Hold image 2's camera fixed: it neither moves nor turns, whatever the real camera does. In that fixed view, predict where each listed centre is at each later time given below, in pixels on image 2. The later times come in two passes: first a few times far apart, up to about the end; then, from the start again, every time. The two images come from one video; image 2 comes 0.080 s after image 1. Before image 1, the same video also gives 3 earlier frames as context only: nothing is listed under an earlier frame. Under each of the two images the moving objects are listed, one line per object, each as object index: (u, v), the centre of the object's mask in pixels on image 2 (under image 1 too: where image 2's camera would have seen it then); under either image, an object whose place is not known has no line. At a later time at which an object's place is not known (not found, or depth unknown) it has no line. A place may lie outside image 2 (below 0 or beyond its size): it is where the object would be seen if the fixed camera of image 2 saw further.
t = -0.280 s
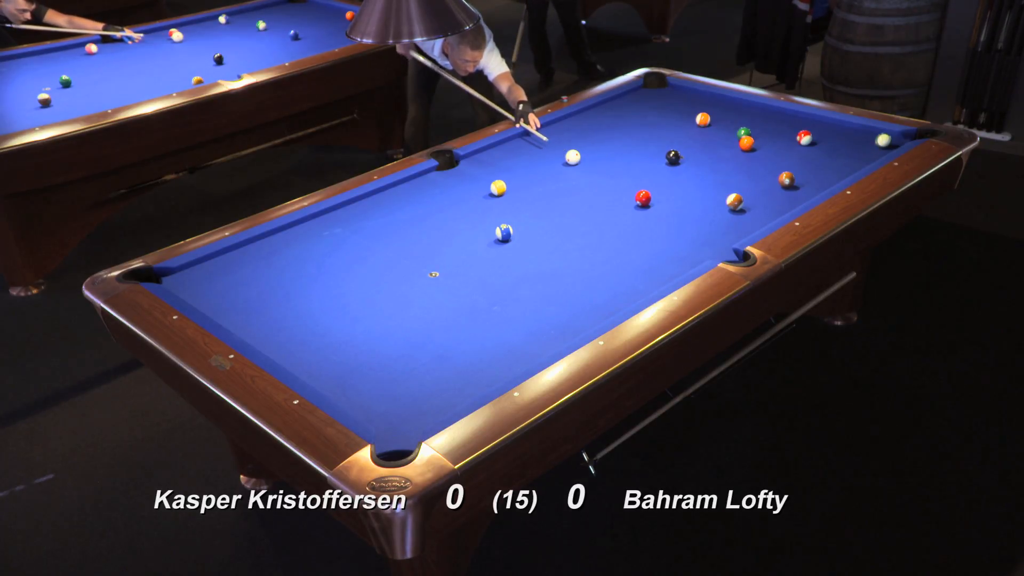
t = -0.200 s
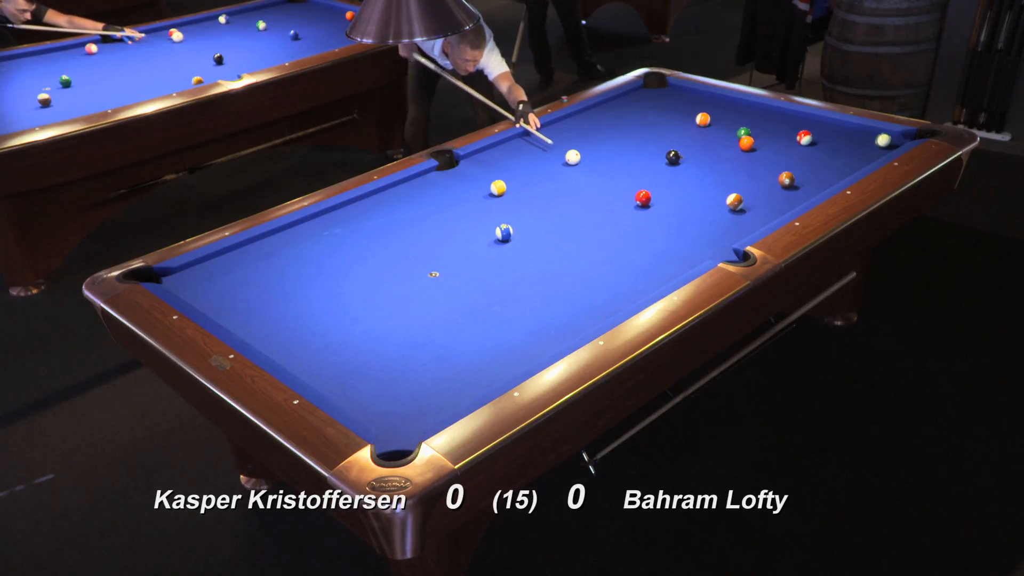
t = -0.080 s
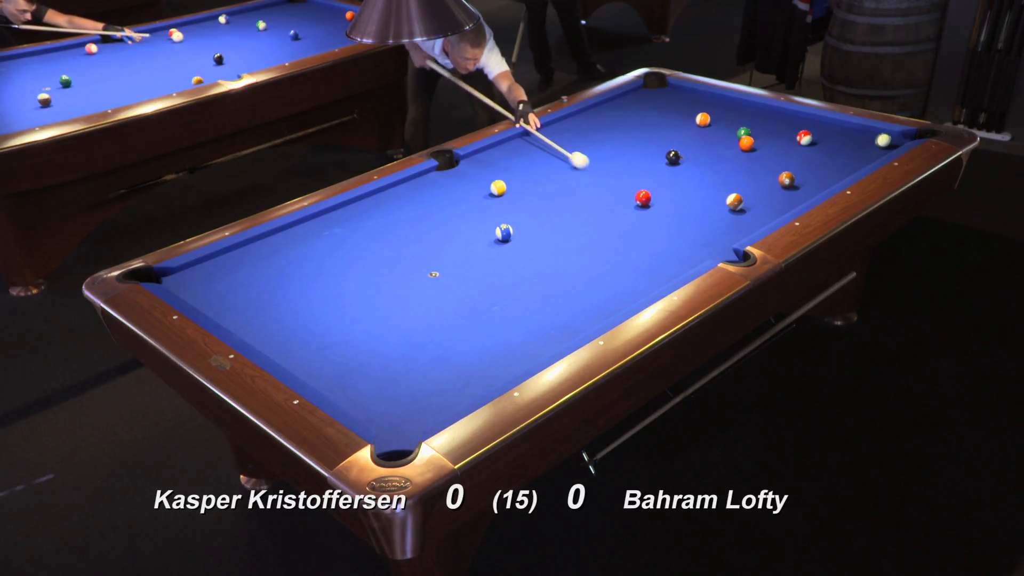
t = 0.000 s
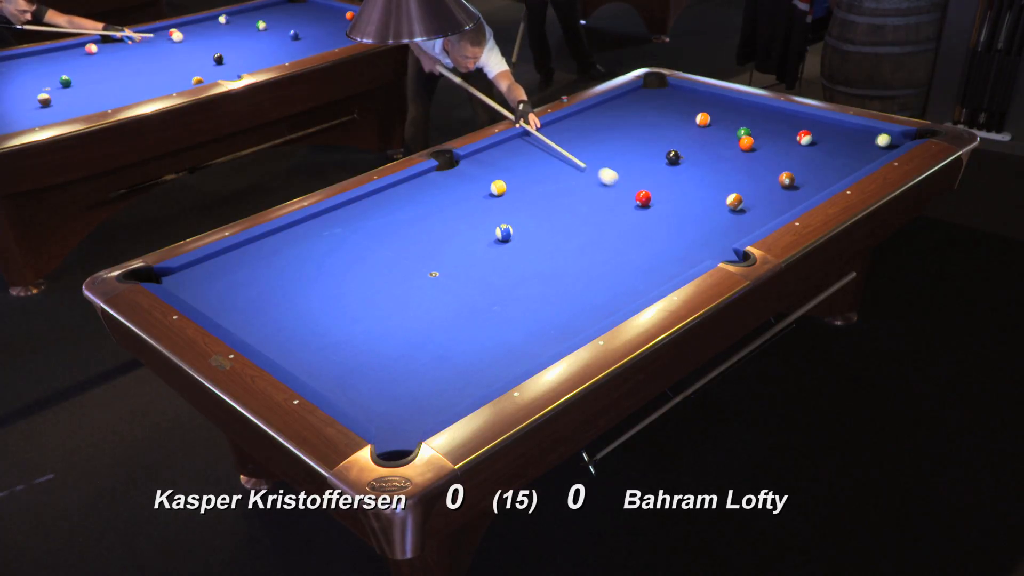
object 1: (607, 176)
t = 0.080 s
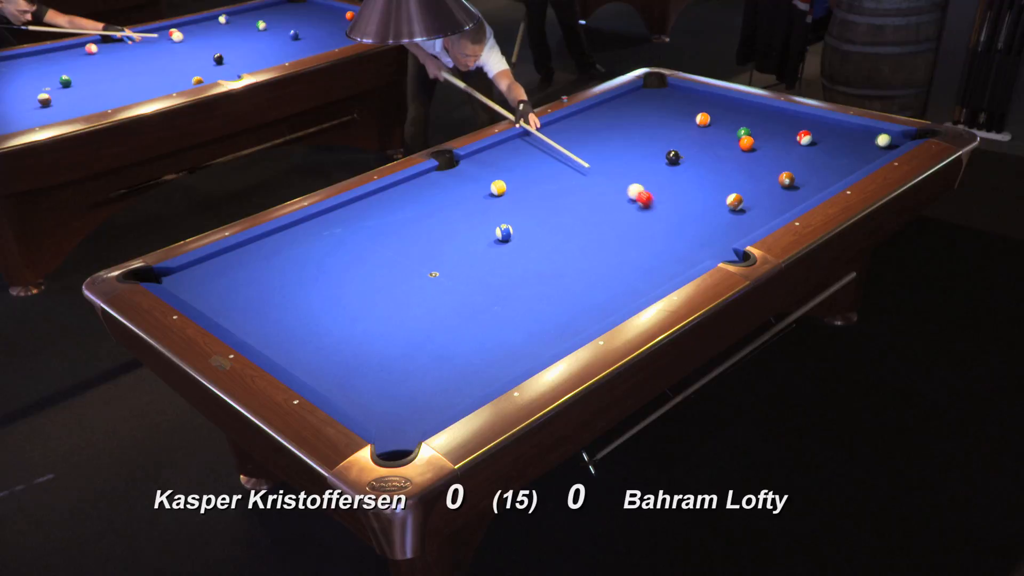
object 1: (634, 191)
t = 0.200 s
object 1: (646, 192)
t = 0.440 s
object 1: (664, 193)
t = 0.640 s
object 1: (679, 193)
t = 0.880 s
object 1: (695, 193)
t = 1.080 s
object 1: (708, 193)
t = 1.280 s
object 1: (720, 194)
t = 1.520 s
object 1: (732, 191)
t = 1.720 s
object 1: (744, 192)
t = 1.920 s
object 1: (752, 194)
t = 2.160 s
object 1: (762, 194)
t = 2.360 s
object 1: (770, 194)
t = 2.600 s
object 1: (777, 194)
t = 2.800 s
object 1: (782, 194)
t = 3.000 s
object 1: (786, 194)
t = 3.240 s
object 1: (790, 195)
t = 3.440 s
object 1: (792, 195)
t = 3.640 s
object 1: (793, 195)
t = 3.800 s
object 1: (794, 195)
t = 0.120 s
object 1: (639, 192)
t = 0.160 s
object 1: (642, 192)
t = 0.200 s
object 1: (646, 192)
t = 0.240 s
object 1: (649, 192)
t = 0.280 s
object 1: (652, 192)
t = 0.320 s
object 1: (655, 192)
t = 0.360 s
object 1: (658, 193)
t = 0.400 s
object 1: (661, 193)
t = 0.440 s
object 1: (664, 193)
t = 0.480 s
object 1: (667, 193)
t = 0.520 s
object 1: (670, 193)
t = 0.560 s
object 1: (673, 193)
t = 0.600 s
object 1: (676, 193)
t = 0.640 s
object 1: (679, 193)
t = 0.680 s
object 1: (682, 193)
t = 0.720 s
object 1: (685, 193)
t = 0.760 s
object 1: (687, 193)
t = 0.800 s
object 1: (690, 193)
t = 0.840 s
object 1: (693, 193)
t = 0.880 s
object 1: (695, 193)
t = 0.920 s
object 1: (698, 193)
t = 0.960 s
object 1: (701, 193)
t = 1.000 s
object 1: (703, 193)
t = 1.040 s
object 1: (706, 193)
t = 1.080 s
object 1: (708, 193)
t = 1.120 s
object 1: (711, 193)
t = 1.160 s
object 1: (713, 194)
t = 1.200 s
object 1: (715, 194)
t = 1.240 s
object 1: (718, 194)
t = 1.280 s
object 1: (720, 194)
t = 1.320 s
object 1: (722, 193)
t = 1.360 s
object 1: (724, 193)
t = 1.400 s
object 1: (725, 192)
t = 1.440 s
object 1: (728, 192)
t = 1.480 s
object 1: (730, 191)
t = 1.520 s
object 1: (732, 191)
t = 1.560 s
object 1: (735, 191)
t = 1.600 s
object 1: (738, 190)
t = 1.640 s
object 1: (740, 191)
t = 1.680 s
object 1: (743, 192)
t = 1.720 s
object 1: (744, 192)
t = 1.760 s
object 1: (746, 193)
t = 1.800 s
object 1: (747, 193)
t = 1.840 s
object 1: (749, 194)
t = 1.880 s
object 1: (751, 194)
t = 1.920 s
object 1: (752, 194)
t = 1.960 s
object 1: (754, 194)
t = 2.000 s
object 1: (756, 194)
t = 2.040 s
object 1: (757, 194)
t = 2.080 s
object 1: (759, 194)
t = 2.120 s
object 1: (761, 194)
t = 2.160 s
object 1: (762, 194)
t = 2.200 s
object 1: (764, 194)
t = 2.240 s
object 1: (765, 194)
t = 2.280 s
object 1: (767, 194)
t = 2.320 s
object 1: (768, 194)
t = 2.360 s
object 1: (770, 194)
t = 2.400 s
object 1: (771, 194)
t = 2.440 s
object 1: (772, 194)
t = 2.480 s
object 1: (773, 194)
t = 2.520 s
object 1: (775, 194)
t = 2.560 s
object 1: (776, 194)
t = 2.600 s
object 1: (777, 194)
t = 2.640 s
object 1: (778, 194)
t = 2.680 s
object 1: (779, 194)
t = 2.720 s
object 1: (780, 194)
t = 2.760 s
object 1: (781, 194)
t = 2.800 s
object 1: (782, 194)
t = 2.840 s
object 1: (783, 194)
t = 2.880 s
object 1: (784, 194)
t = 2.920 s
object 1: (785, 194)
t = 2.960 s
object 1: (786, 194)
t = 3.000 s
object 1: (786, 194)
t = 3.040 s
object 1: (787, 194)
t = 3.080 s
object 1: (788, 195)
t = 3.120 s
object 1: (788, 195)
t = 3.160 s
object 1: (789, 195)
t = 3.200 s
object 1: (790, 195)
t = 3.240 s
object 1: (790, 195)
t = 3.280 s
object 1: (791, 195)
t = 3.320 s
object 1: (791, 195)
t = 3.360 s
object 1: (791, 195)
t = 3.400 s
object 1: (792, 195)
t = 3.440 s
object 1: (792, 195)
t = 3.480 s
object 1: (792, 195)
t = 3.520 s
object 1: (793, 195)
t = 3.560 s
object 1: (793, 195)
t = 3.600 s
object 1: (793, 195)
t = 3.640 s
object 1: (793, 195)
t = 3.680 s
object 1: (793, 195)
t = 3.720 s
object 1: (793, 195)
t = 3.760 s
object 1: (794, 195)
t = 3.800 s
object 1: (794, 195)
